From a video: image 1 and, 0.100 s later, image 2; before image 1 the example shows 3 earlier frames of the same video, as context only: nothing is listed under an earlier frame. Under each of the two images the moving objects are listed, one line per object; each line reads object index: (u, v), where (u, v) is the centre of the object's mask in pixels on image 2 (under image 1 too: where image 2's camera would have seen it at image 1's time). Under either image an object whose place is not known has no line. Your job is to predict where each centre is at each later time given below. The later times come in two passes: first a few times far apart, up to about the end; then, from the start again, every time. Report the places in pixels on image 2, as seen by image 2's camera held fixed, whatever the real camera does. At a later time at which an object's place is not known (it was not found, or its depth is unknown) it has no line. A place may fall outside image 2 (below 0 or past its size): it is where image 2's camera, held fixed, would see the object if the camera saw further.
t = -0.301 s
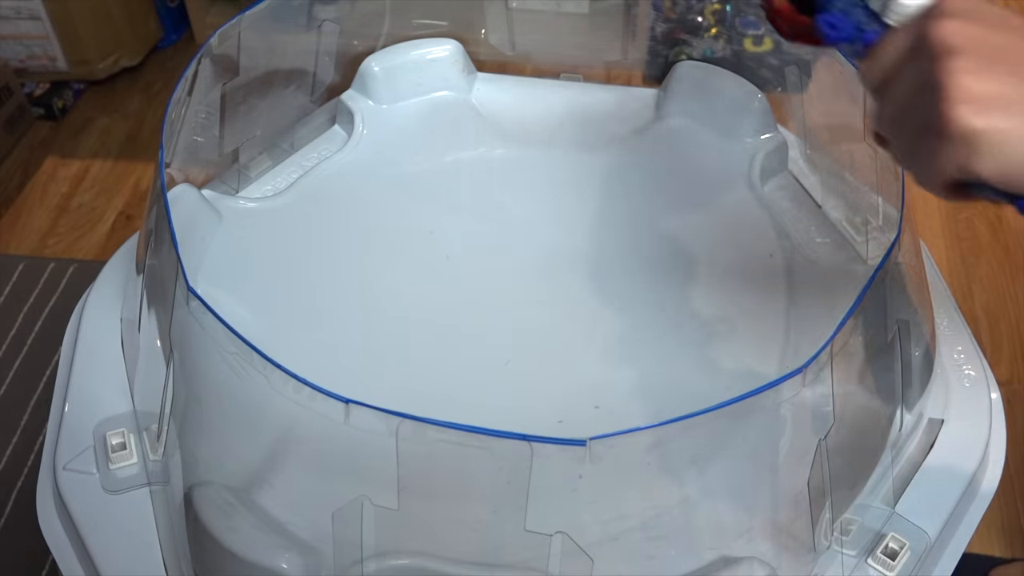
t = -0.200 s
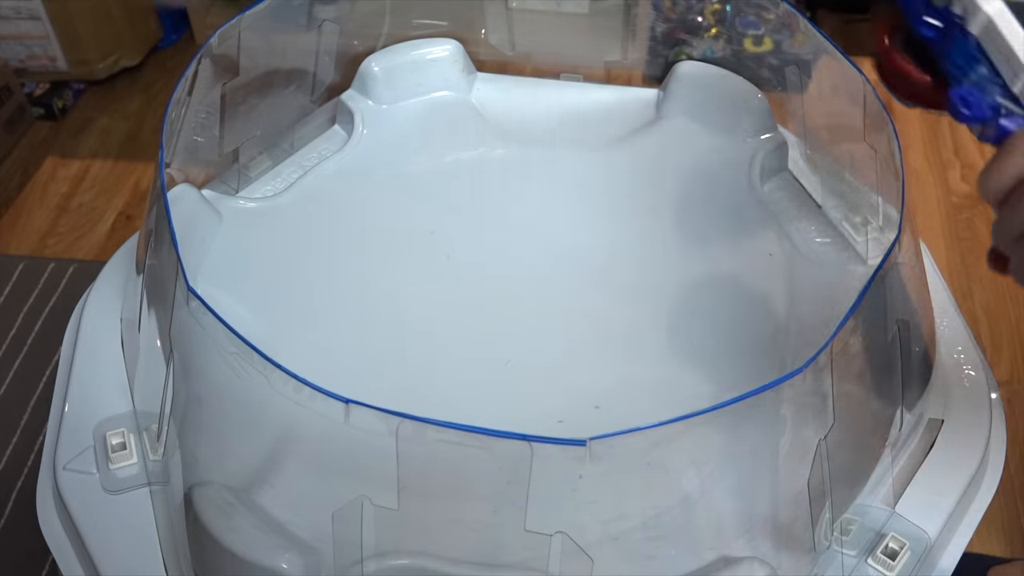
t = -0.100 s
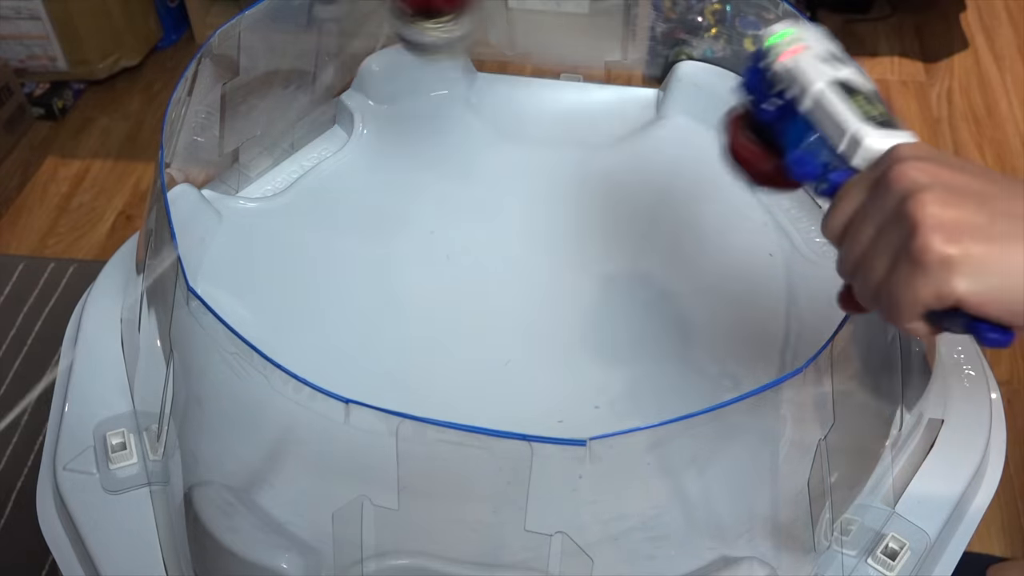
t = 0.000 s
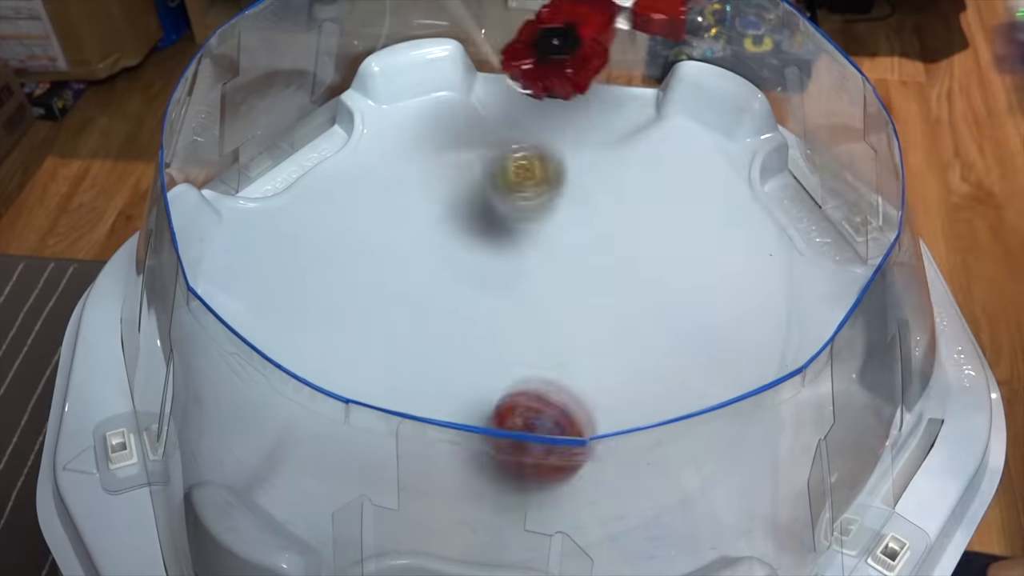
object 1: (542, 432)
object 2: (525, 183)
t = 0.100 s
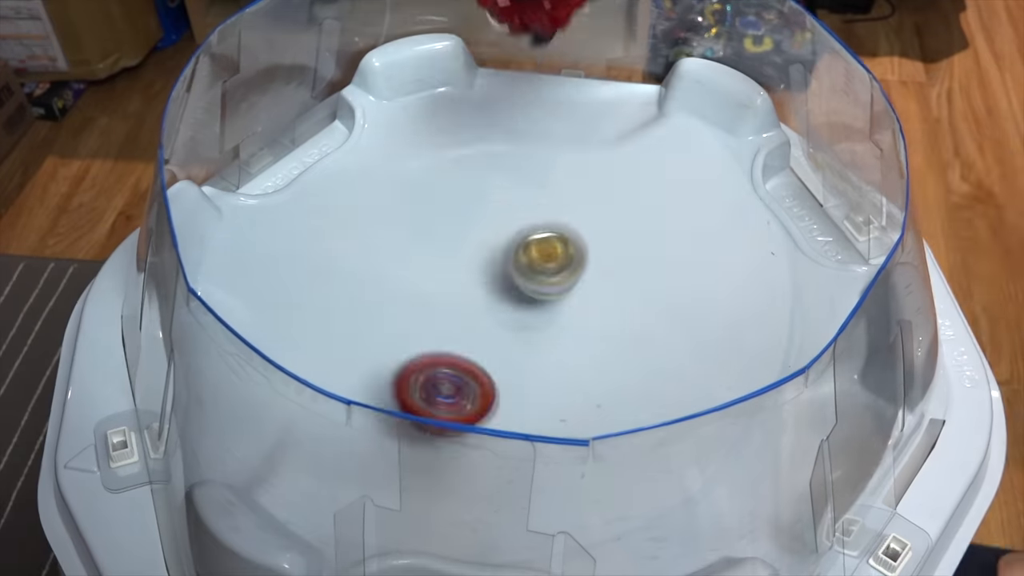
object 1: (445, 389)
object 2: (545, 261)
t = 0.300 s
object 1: (384, 330)
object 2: (566, 372)
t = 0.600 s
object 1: (481, 262)
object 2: (558, 343)
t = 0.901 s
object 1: (446, 229)
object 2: (582, 299)
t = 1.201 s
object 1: (400, 288)
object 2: (556, 319)
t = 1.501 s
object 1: (518, 298)
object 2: (618, 343)
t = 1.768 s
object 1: (550, 210)
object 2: (589, 296)
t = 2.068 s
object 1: (456, 261)
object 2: (481, 331)
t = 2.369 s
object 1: (555, 273)
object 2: (586, 484)
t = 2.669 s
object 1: (597, 247)
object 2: (660, 426)
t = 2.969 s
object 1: (530, 247)
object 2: (587, 367)
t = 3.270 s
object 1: (452, 270)
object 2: (597, 530)
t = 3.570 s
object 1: (593, 390)
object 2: (574, 506)
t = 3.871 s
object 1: (650, 266)
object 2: (507, 386)
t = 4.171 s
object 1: (617, 268)
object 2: (297, 258)
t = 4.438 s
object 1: (581, 305)
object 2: (210, 329)
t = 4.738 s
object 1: (542, 370)
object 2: (255, 422)
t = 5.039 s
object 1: (599, 347)
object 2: (271, 321)
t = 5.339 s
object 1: (506, 338)
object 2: (298, 243)
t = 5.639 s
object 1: (526, 380)
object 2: (456, 299)
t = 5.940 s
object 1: (556, 349)
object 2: (624, 229)
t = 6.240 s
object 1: (528, 320)
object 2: (593, 200)
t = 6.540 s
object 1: (491, 338)
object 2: (572, 245)
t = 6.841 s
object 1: (499, 336)
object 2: (626, 270)
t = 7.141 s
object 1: (504, 311)
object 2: (618, 337)
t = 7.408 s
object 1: (507, 307)
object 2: (603, 364)
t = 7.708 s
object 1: (482, 254)
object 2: (609, 435)
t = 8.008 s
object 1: (490, 303)
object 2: (594, 489)
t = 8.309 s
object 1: (532, 306)
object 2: (510, 442)
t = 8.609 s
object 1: (545, 292)
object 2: (458, 312)
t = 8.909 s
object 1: (568, 307)
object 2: (481, 256)
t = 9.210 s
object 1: (596, 340)
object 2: (476, 338)
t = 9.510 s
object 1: (584, 341)
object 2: (411, 376)
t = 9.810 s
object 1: (569, 354)
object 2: (447, 337)
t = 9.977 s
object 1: (549, 356)
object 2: (489, 289)
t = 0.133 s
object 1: (420, 377)
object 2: (550, 270)
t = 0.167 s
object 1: (401, 374)
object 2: (555, 291)
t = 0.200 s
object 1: (384, 378)
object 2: (558, 325)
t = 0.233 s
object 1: (380, 357)
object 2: (561, 353)
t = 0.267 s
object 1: (379, 342)
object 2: (563, 358)
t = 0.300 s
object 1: (384, 330)
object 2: (566, 372)
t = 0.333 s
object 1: (393, 316)
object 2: (567, 376)
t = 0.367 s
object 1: (405, 305)
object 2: (568, 383)
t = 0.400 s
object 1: (418, 295)
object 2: (568, 383)
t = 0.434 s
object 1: (430, 287)
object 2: (567, 383)
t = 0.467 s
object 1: (443, 280)
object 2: (566, 379)
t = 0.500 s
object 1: (455, 273)
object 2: (564, 373)
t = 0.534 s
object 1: (465, 267)
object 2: (562, 365)
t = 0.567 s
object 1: (474, 266)
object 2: (560, 355)
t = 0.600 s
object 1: (481, 262)
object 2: (558, 343)
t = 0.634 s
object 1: (488, 261)
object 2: (557, 333)
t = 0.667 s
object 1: (491, 259)
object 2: (556, 320)
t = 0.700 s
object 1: (494, 260)
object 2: (555, 309)
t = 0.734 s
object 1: (490, 254)
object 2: (561, 303)
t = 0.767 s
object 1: (483, 245)
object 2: (568, 300)
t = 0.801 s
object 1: (474, 240)
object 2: (573, 298)
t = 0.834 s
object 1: (465, 236)
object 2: (578, 298)
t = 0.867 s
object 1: (455, 232)
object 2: (581, 298)
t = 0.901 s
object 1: (446, 229)
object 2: (582, 299)
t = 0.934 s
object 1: (435, 229)
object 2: (581, 301)
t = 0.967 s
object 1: (426, 233)
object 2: (579, 302)
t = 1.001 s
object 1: (417, 236)
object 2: (576, 303)
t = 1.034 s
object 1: (410, 241)
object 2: (573, 304)
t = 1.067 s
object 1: (403, 248)
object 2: (568, 306)
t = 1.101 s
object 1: (397, 256)
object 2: (565, 309)
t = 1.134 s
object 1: (394, 265)
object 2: (561, 312)
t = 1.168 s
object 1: (395, 276)
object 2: (559, 316)
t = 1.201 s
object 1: (400, 288)
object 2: (556, 319)
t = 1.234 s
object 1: (411, 300)
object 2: (555, 323)
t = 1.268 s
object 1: (427, 311)
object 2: (555, 327)
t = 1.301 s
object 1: (446, 319)
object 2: (554, 330)
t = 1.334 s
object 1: (468, 325)
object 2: (556, 333)
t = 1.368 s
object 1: (476, 323)
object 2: (571, 338)
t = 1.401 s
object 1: (486, 318)
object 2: (586, 342)
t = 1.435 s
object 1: (496, 313)
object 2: (600, 345)
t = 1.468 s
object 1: (507, 308)
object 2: (610, 344)
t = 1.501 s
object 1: (518, 298)
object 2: (618, 343)
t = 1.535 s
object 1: (530, 289)
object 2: (624, 340)
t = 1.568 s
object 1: (542, 276)
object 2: (627, 335)
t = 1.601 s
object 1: (552, 263)
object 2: (627, 329)
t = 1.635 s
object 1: (558, 249)
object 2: (624, 322)
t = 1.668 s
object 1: (562, 237)
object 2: (618, 315)
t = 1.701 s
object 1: (561, 226)
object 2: (610, 308)
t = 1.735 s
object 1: (557, 217)
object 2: (601, 301)
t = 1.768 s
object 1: (550, 210)
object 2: (589, 296)
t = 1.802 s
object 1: (541, 205)
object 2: (576, 292)
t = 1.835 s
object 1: (530, 202)
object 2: (562, 291)
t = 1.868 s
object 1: (515, 202)
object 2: (547, 291)
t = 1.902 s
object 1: (501, 204)
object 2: (533, 294)
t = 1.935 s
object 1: (486, 209)
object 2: (518, 297)
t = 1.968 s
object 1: (473, 217)
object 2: (506, 303)
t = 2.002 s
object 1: (462, 229)
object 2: (495, 310)
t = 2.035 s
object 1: (456, 245)
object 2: (486, 318)
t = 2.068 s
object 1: (456, 261)
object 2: (481, 331)
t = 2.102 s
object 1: (461, 259)
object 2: (480, 362)
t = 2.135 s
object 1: (469, 259)
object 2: (485, 388)
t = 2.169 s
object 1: (480, 260)
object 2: (491, 412)
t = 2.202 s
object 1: (494, 262)
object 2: (502, 431)
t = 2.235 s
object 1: (507, 265)
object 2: (516, 448)
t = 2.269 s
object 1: (521, 267)
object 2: (534, 463)
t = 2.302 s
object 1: (533, 271)
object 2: (549, 477)
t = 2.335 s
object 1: (545, 273)
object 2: (568, 477)
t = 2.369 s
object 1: (555, 273)
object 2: (586, 484)
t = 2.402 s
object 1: (565, 274)
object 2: (605, 485)
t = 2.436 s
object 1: (575, 274)
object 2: (618, 481)
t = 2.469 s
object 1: (584, 273)
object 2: (630, 477)
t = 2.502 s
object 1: (591, 270)
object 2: (640, 472)
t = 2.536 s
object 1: (597, 266)
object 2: (647, 464)
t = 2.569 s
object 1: (600, 262)
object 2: (656, 456)
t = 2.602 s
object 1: (602, 257)
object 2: (660, 446)
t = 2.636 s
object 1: (600, 253)
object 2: (661, 436)
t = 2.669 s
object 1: (597, 247)
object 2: (660, 426)
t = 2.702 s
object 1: (591, 244)
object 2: (658, 415)
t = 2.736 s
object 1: (584, 242)
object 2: (654, 404)
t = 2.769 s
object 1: (575, 242)
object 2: (648, 390)
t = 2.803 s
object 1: (565, 244)
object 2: (643, 380)
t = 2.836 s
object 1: (559, 248)
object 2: (632, 368)
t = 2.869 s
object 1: (553, 256)
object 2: (620, 356)
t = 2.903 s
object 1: (551, 267)
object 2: (604, 342)
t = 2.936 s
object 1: (547, 272)
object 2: (589, 338)
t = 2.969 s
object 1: (530, 247)
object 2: (587, 367)
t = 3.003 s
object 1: (514, 227)
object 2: (583, 391)
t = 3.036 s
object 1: (502, 211)
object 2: (581, 407)
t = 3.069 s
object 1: (492, 201)
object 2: (580, 434)
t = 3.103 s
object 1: (483, 198)
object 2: (583, 453)
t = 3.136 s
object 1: (473, 201)
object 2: (584, 471)
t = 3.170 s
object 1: (465, 210)
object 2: (587, 490)
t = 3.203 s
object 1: (459, 225)
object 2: (590, 505)
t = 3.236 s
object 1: (455, 245)
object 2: (592, 519)
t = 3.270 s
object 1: (452, 270)
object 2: (597, 530)
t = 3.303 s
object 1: (455, 295)
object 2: (604, 537)
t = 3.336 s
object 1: (462, 318)
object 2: (610, 540)
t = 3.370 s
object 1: (474, 340)
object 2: (605, 541)
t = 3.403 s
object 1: (488, 359)
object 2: (599, 539)
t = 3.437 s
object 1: (506, 372)
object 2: (594, 536)
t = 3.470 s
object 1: (526, 383)
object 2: (590, 531)
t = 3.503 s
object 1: (547, 389)
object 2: (585, 526)
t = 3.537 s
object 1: (570, 392)
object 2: (579, 516)
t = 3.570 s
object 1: (593, 390)
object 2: (574, 506)
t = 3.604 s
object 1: (614, 383)
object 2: (569, 495)
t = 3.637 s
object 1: (633, 373)
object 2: (563, 488)
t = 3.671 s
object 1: (647, 361)
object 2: (555, 471)
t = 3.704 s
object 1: (660, 346)
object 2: (546, 458)
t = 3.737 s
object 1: (667, 329)
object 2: (540, 444)
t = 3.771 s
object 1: (670, 312)
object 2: (530, 431)
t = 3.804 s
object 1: (668, 294)
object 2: (522, 415)
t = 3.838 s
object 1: (662, 278)
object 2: (515, 398)
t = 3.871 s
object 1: (650, 266)
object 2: (507, 386)
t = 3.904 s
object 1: (636, 256)
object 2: (500, 368)
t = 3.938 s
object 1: (615, 250)
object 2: (492, 352)
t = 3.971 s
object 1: (594, 249)
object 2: (484, 335)
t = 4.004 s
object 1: (574, 250)
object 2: (476, 318)
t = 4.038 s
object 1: (553, 255)
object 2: (470, 302)
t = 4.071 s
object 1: (544, 261)
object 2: (451, 289)
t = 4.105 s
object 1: (572, 259)
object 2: (397, 278)
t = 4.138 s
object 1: (599, 265)
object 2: (346, 266)
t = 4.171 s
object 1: (617, 268)
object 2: (297, 258)
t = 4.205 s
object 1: (630, 272)
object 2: (252, 251)
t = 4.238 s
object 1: (635, 276)
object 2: (217, 245)
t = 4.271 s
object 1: (636, 282)
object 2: (213, 238)
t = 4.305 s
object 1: (633, 287)
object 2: (211, 242)
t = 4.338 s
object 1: (625, 292)
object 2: (214, 257)
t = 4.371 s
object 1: (612, 297)
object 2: (214, 289)
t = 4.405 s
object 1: (597, 301)
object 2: (213, 312)
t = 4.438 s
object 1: (581, 305)
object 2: (210, 329)
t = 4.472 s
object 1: (567, 310)
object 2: (206, 346)
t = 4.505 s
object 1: (556, 315)
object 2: (205, 360)
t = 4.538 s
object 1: (547, 321)
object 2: (212, 377)
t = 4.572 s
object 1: (539, 329)
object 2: (218, 390)
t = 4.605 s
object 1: (534, 337)
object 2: (227, 398)
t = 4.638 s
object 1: (532, 346)
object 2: (235, 407)
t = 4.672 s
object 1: (532, 355)
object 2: (243, 414)
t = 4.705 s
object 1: (536, 363)
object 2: (250, 419)
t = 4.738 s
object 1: (542, 370)
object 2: (255, 422)
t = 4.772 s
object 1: (549, 375)
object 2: (261, 421)
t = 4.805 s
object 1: (557, 378)
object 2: (265, 417)
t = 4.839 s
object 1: (567, 379)
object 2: (267, 411)
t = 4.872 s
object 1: (579, 379)
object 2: (270, 399)
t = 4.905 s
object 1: (589, 376)
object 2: (273, 387)
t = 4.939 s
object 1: (596, 370)
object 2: (272, 373)
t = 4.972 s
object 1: (600, 362)
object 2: (272, 359)
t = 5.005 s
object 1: (601, 354)
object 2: (272, 342)
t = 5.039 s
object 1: (599, 347)
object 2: (271, 321)
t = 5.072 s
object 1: (597, 339)
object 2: (267, 306)
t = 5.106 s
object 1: (593, 334)
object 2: (262, 288)
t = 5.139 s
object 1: (588, 330)
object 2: (261, 273)
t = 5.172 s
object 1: (580, 328)
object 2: (261, 262)
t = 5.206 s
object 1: (567, 327)
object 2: (264, 254)
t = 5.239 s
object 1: (552, 328)
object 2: (270, 248)
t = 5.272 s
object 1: (535, 330)
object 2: (278, 244)
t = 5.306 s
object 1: (520, 333)
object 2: (287, 243)
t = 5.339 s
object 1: (506, 338)
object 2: (298, 243)
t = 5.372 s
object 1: (495, 344)
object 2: (310, 245)
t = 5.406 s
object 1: (488, 351)
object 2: (324, 249)
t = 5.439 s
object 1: (484, 358)
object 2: (338, 254)
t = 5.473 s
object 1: (484, 366)
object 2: (355, 260)
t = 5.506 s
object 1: (489, 373)
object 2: (372, 267)
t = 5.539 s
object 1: (497, 379)
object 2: (391, 275)
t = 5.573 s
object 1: (507, 382)
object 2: (411, 284)
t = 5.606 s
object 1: (517, 382)
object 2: (433, 293)
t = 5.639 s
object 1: (526, 380)
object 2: (456, 299)
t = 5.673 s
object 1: (535, 376)
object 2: (483, 304)
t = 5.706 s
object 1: (542, 372)
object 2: (510, 305)
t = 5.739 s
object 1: (550, 372)
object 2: (534, 297)
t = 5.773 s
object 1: (556, 370)
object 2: (558, 286)
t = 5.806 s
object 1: (558, 367)
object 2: (577, 275)
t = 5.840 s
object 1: (559, 363)
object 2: (593, 262)
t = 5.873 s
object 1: (559, 358)
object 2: (608, 251)
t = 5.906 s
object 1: (557, 354)
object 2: (619, 239)
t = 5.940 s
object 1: (556, 349)
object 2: (624, 229)
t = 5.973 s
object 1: (553, 345)
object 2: (628, 220)
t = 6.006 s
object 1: (550, 341)
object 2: (628, 212)
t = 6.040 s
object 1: (547, 337)
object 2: (626, 207)
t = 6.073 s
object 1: (543, 333)
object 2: (623, 201)
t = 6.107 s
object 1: (540, 330)
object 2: (619, 199)
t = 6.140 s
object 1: (537, 327)
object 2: (613, 197)
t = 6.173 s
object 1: (534, 324)
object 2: (607, 196)
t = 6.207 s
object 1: (532, 322)
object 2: (601, 198)
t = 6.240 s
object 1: (528, 320)
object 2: (593, 200)
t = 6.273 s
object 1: (526, 319)
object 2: (585, 205)
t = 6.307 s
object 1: (525, 318)
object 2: (581, 207)
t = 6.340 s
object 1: (523, 317)
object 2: (574, 214)
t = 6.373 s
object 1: (522, 316)
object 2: (566, 222)
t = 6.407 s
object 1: (520, 315)
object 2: (559, 232)
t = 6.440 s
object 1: (519, 314)
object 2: (552, 242)
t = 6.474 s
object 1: (512, 319)
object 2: (554, 247)
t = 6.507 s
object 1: (500, 329)
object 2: (563, 246)
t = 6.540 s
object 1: (491, 338)
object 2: (572, 245)
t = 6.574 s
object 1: (486, 344)
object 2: (582, 245)
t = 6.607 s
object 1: (482, 347)
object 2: (592, 245)
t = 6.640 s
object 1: (480, 349)
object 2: (601, 246)
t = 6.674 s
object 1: (480, 349)
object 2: (608, 248)
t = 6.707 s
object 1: (482, 348)
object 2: (614, 251)
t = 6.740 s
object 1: (485, 346)
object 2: (620, 255)
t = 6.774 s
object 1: (490, 343)
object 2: (623, 259)
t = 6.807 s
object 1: (494, 339)
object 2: (625, 264)
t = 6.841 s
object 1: (499, 336)
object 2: (626, 270)
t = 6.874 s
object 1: (504, 333)
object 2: (626, 277)
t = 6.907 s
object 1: (509, 329)
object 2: (624, 283)
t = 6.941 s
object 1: (514, 327)
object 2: (621, 291)
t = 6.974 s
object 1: (517, 323)
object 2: (617, 299)
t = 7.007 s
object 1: (520, 321)
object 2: (612, 307)
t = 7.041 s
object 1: (521, 320)
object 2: (609, 315)
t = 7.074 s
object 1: (516, 316)
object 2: (612, 323)
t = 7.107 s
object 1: (509, 314)
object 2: (615, 330)
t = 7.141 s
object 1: (504, 311)
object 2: (618, 337)
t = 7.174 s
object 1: (501, 309)
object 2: (620, 343)
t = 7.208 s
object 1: (499, 307)
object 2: (622, 349)
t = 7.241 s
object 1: (497, 306)
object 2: (621, 353)
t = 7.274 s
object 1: (497, 306)
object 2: (620, 357)
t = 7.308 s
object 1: (499, 305)
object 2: (617, 359)
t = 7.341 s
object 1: (501, 306)
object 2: (614, 361)
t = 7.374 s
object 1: (504, 306)
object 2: (609, 363)
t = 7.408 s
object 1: (507, 307)
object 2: (603, 364)
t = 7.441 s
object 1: (510, 308)
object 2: (596, 364)
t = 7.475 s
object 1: (512, 309)
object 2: (587, 364)
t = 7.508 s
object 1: (515, 311)
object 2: (579, 363)
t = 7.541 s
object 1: (515, 308)
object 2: (573, 366)
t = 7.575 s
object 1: (504, 290)
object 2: (581, 382)
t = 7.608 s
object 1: (495, 276)
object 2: (587, 398)
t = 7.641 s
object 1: (489, 265)
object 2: (595, 406)
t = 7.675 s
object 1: (484, 258)
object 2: (602, 423)
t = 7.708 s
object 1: (482, 254)
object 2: (609, 435)
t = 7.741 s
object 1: (481, 255)
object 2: (613, 445)
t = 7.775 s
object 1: (478, 258)
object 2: (615, 455)
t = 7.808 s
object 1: (476, 263)
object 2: (616, 463)
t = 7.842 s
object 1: (476, 269)
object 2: (617, 470)
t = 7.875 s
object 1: (475, 276)
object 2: (617, 479)
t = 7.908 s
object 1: (477, 283)
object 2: (612, 482)
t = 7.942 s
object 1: (481, 290)
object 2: (608, 485)
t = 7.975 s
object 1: (484, 296)
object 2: (602, 488)
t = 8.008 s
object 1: (490, 303)
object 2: (594, 489)
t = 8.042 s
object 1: (496, 307)
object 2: (586, 489)
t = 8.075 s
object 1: (501, 311)
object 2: (578, 488)
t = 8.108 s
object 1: (508, 314)
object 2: (568, 486)
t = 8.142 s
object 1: (514, 314)
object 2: (559, 482)
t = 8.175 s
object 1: (518, 314)
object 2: (549, 479)
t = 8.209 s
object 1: (523, 314)
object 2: (540, 468)
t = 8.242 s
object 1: (526, 311)
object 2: (530, 461)
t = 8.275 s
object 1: (529, 309)
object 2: (520, 452)
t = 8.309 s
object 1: (532, 306)
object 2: (510, 442)
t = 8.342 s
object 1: (534, 302)
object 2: (500, 432)
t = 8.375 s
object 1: (536, 300)
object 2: (491, 420)
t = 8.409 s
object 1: (537, 298)
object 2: (484, 401)
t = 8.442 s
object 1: (538, 297)
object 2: (477, 392)
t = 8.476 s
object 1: (540, 295)
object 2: (470, 377)
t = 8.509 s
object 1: (540, 293)
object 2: (466, 361)
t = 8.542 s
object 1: (542, 294)
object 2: (463, 346)
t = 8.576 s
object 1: (544, 293)
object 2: (460, 329)
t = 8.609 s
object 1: (545, 292)
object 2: (458, 312)
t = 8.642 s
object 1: (551, 292)
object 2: (453, 297)
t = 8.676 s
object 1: (556, 292)
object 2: (450, 283)
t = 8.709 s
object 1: (560, 294)
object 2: (448, 271)
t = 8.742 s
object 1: (561, 296)
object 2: (449, 261)
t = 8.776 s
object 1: (562, 299)
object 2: (452, 255)
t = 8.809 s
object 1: (565, 300)
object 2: (457, 250)
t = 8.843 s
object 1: (565, 303)
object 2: (464, 248)
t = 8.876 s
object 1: (567, 306)
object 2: (471, 251)
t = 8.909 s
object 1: (568, 307)
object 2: (481, 256)
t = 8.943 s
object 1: (569, 309)
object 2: (491, 264)
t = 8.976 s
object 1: (569, 311)
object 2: (502, 274)
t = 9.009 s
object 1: (575, 316)
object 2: (505, 282)
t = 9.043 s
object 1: (580, 321)
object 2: (507, 291)
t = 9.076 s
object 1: (582, 327)
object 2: (507, 302)
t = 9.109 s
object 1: (587, 332)
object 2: (502, 312)
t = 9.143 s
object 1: (591, 337)
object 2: (495, 321)
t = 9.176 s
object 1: (595, 339)
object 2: (486, 330)
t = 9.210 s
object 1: (596, 340)
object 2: (476, 338)
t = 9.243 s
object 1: (597, 340)
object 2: (466, 345)
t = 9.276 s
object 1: (594, 340)
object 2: (456, 352)
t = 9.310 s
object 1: (591, 341)
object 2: (446, 358)
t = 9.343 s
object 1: (586, 342)
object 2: (437, 363)
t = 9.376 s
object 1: (584, 342)
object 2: (429, 368)
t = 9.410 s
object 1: (581, 343)
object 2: (423, 372)
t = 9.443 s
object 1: (582, 342)
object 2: (417, 375)
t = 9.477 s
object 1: (582, 342)
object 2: (414, 376)
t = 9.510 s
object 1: (584, 341)
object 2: (411, 376)
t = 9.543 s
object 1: (584, 340)
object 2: (410, 375)
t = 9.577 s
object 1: (585, 340)
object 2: (409, 374)
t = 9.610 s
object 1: (584, 341)
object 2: (412, 372)
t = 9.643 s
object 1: (582, 344)
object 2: (415, 368)
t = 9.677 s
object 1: (579, 348)
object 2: (419, 363)
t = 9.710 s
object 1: (577, 351)
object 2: (424, 358)
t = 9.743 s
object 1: (575, 353)
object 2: (431, 351)
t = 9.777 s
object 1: (573, 354)
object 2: (439, 344)
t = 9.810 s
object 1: (569, 354)
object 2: (447, 337)
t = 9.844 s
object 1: (566, 354)
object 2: (455, 327)
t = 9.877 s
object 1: (561, 354)
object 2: (464, 318)
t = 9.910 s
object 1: (557, 354)
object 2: (472, 308)
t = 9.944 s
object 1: (553, 355)
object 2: (481, 299)
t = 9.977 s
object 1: (549, 356)
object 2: (489, 289)
